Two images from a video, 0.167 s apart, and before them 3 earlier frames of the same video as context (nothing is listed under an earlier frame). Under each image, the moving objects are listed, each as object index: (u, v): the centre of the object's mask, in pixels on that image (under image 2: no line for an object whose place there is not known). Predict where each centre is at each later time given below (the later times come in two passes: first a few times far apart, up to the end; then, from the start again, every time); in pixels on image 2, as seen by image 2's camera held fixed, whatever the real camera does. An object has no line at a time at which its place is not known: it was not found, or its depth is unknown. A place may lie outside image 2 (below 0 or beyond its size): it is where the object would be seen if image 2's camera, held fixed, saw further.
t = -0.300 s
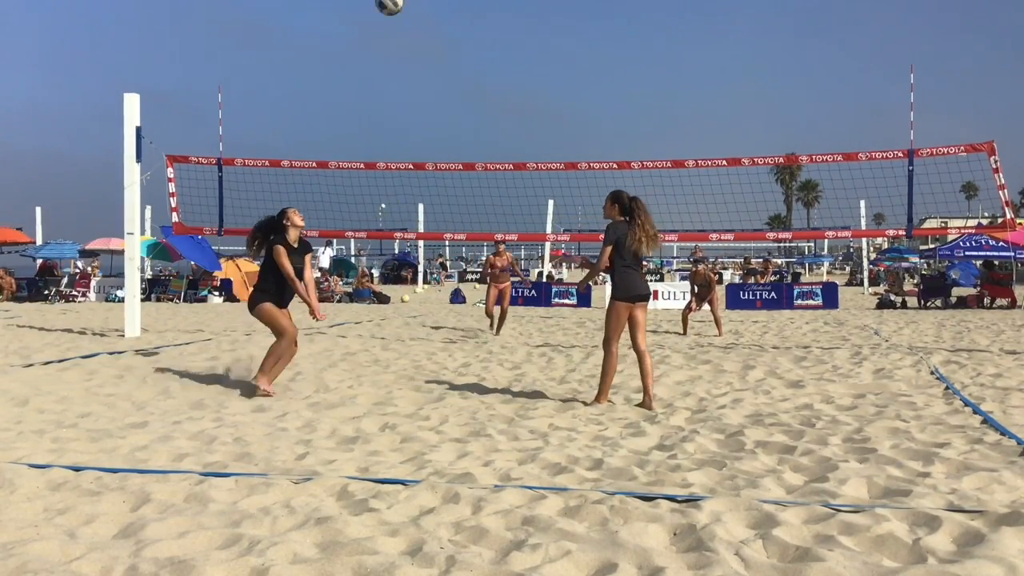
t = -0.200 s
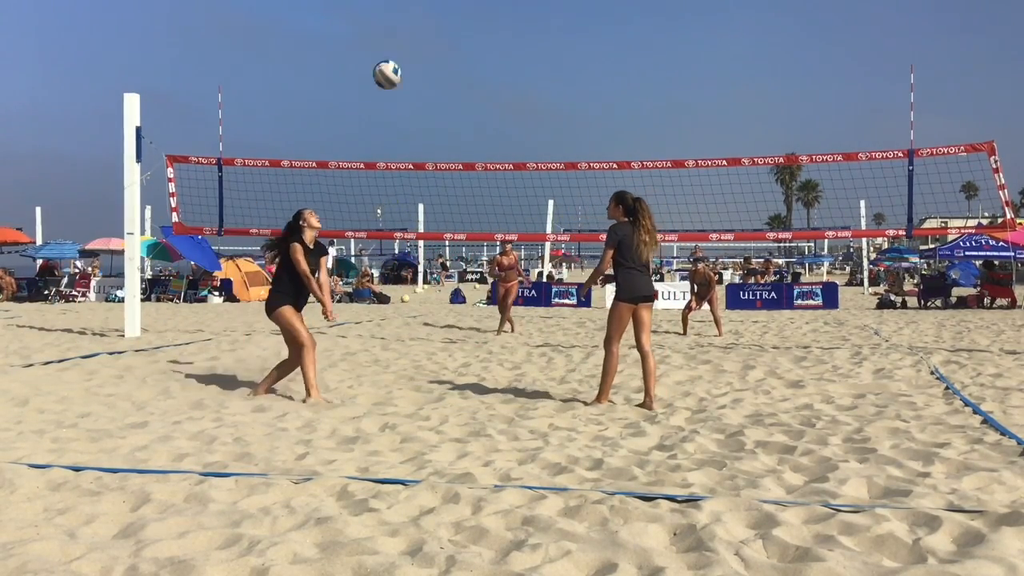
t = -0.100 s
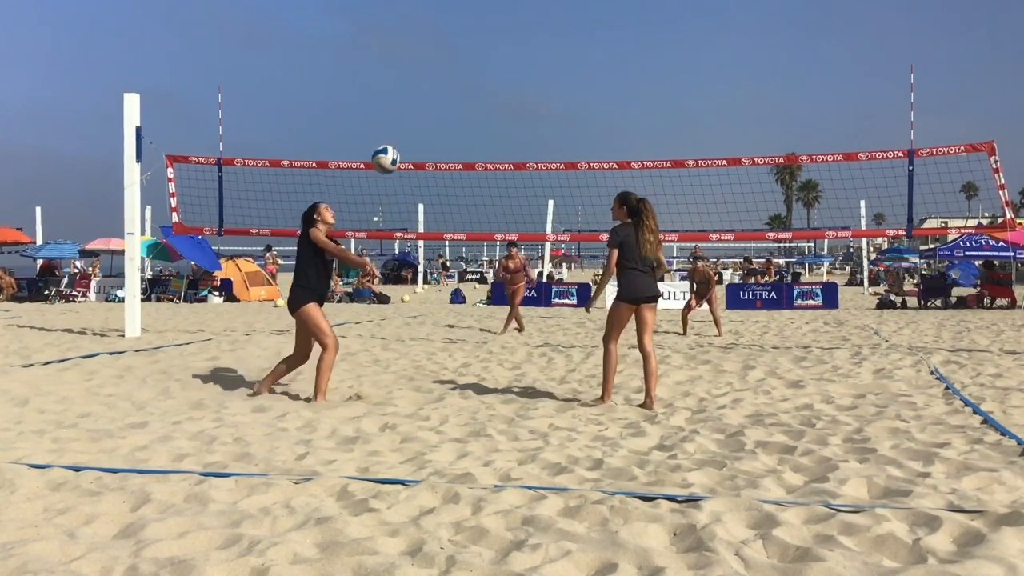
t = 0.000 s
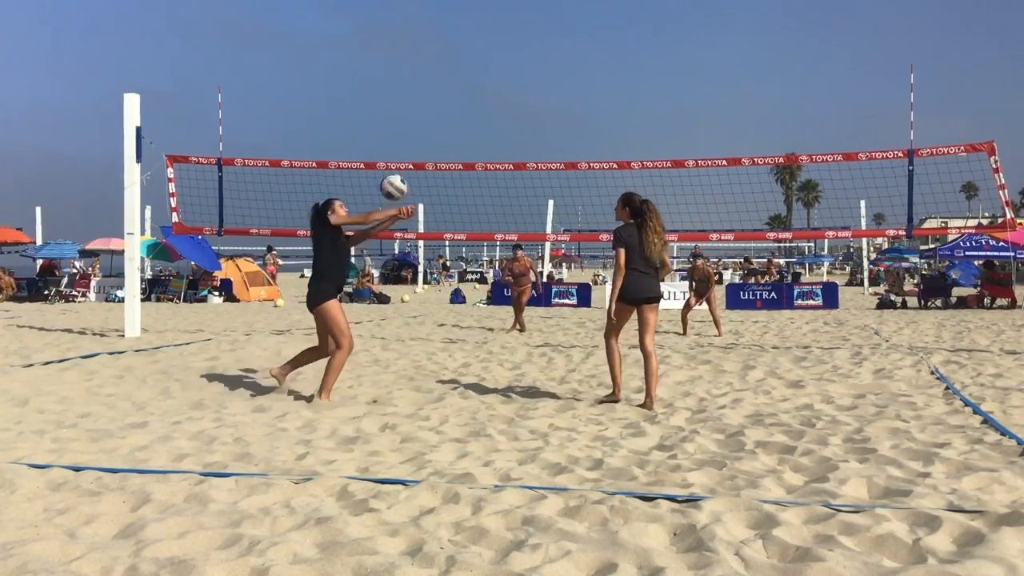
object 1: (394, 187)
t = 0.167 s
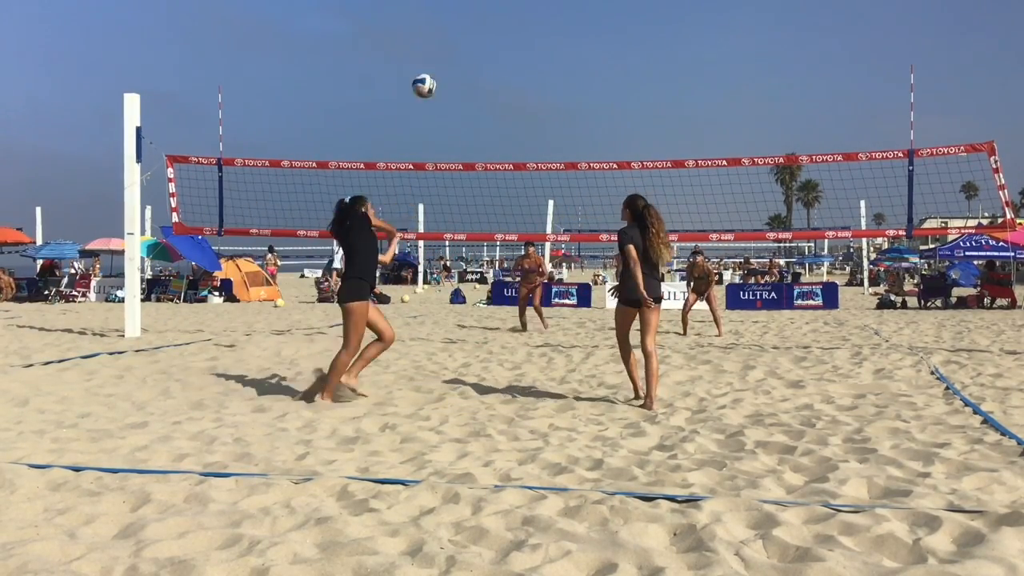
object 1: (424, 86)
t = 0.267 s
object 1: (438, 50)
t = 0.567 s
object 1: (474, 22)
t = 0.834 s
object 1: (498, 61)
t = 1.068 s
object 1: (514, 126)
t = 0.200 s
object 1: (429, 72)
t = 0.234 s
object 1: (434, 60)
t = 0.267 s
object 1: (438, 50)
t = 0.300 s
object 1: (443, 42)
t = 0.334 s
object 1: (448, 35)
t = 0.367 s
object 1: (452, 30)
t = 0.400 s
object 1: (455, 26)
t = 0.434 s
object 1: (459, 22)
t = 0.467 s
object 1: (463, 21)
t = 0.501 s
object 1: (467, 20)
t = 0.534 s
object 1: (470, 20)
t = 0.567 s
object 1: (474, 22)
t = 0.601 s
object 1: (477, 24)
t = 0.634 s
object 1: (480, 27)
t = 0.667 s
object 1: (483, 31)
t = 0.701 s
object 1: (486, 35)
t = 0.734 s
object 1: (490, 40)
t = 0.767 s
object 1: (492, 47)
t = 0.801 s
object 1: (495, 53)
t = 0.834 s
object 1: (498, 61)
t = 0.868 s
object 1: (501, 69)
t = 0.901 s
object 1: (503, 77)
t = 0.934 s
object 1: (506, 86)
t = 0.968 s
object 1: (508, 95)
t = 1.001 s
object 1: (510, 105)
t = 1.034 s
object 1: (512, 115)
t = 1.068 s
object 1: (514, 126)
